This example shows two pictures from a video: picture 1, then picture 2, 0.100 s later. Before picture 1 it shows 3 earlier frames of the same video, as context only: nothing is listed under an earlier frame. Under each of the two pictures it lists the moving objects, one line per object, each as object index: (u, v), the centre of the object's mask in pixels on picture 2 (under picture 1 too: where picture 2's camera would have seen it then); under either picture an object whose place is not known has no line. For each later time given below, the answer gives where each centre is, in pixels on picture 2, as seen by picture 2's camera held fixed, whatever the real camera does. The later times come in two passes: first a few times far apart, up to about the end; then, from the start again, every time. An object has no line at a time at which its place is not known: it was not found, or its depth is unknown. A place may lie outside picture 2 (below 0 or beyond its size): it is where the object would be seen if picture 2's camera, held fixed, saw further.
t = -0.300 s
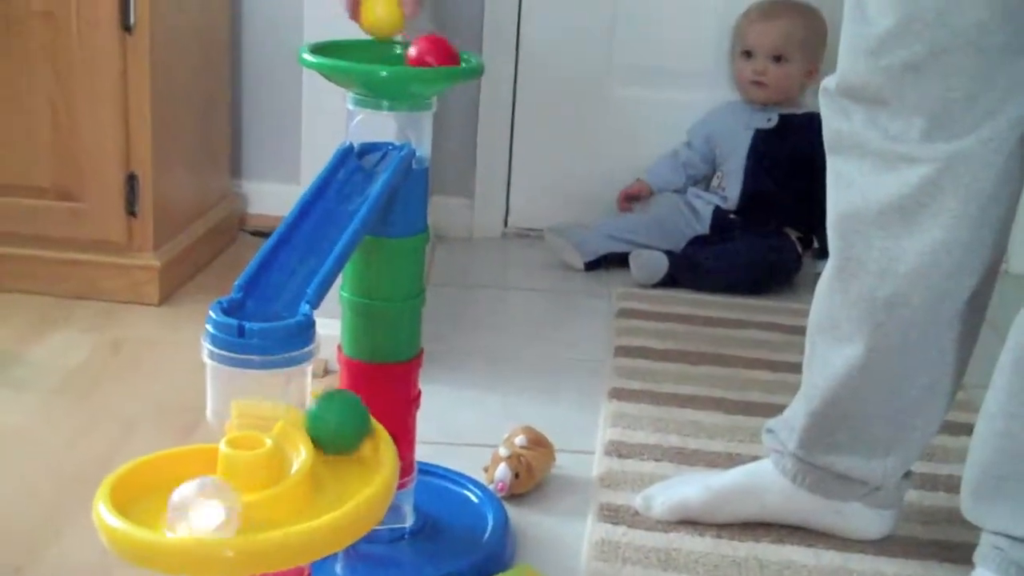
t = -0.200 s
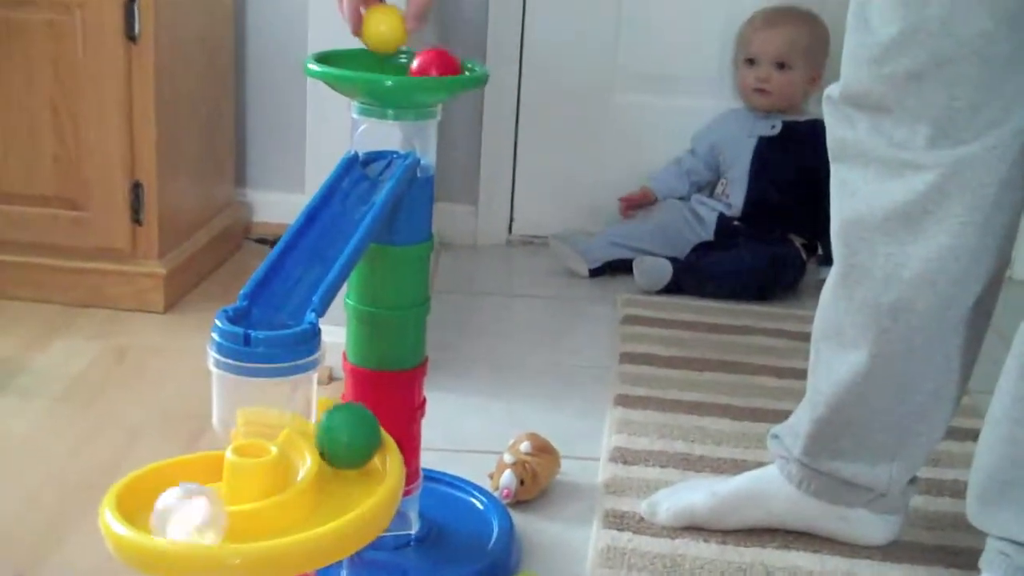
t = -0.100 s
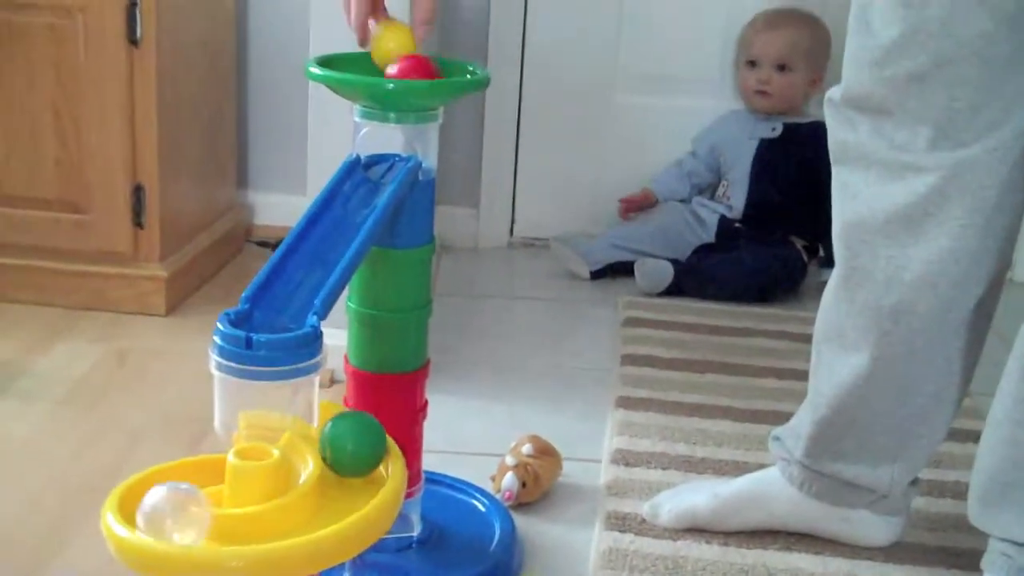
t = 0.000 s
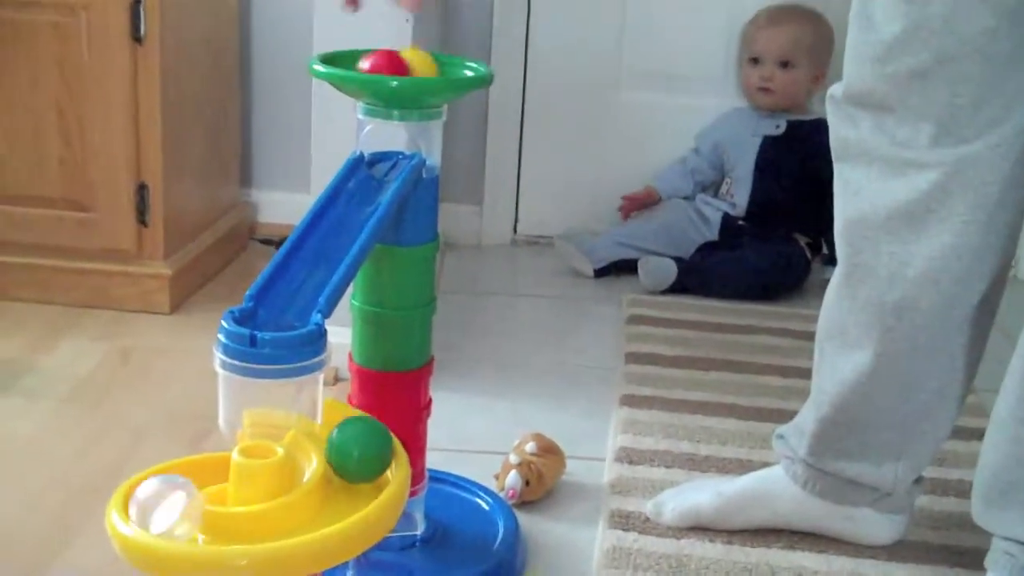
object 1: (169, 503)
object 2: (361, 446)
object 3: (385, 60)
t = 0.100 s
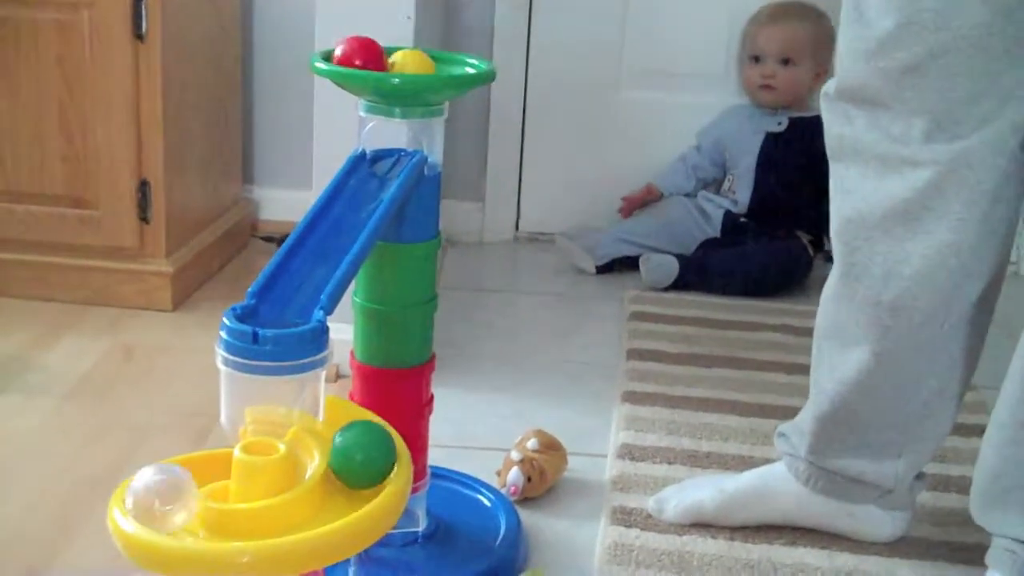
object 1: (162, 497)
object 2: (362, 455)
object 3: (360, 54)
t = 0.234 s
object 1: (162, 488)
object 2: (359, 465)
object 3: (358, 53)
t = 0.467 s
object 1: (190, 467)
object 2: (340, 485)
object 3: (406, 57)
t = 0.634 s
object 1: (213, 458)
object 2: (316, 498)
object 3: (450, 57)
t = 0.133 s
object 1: (161, 496)
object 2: (362, 457)
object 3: (358, 54)
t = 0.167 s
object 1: (161, 494)
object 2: (362, 460)
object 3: (358, 55)
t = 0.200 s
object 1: (161, 492)
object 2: (361, 463)
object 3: (361, 55)
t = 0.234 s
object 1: (162, 488)
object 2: (359, 465)
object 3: (358, 53)
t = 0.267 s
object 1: (165, 484)
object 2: (358, 469)
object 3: (356, 53)
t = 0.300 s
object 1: (167, 482)
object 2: (356, 471)
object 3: (357, 52)
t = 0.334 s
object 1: (171, 478)
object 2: (353, 475)
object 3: (363, 53)
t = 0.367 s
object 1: (176, 475)
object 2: (351, 477)
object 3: (372, 55)
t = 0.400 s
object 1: (180, 472)
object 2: (348, 480)
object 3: (381, 56)
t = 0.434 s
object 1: (182, 470)
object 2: (344, 482)
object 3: (393, 56)
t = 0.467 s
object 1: (190, 467)
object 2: (340, 485)
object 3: (406, 57)
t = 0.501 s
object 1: (195, 464)
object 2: (336, 488)
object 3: (417, 58)
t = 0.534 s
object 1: (200, 462)
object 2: (331, 491)
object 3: (430, 59)
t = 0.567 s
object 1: (204, 460)
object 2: (326, 494)
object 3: (439, 58)
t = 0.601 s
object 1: (208, 458)
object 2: (321, 496)
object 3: (446, 58)
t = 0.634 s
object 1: (213, 458)
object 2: (316, 498)
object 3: (450, 57)
